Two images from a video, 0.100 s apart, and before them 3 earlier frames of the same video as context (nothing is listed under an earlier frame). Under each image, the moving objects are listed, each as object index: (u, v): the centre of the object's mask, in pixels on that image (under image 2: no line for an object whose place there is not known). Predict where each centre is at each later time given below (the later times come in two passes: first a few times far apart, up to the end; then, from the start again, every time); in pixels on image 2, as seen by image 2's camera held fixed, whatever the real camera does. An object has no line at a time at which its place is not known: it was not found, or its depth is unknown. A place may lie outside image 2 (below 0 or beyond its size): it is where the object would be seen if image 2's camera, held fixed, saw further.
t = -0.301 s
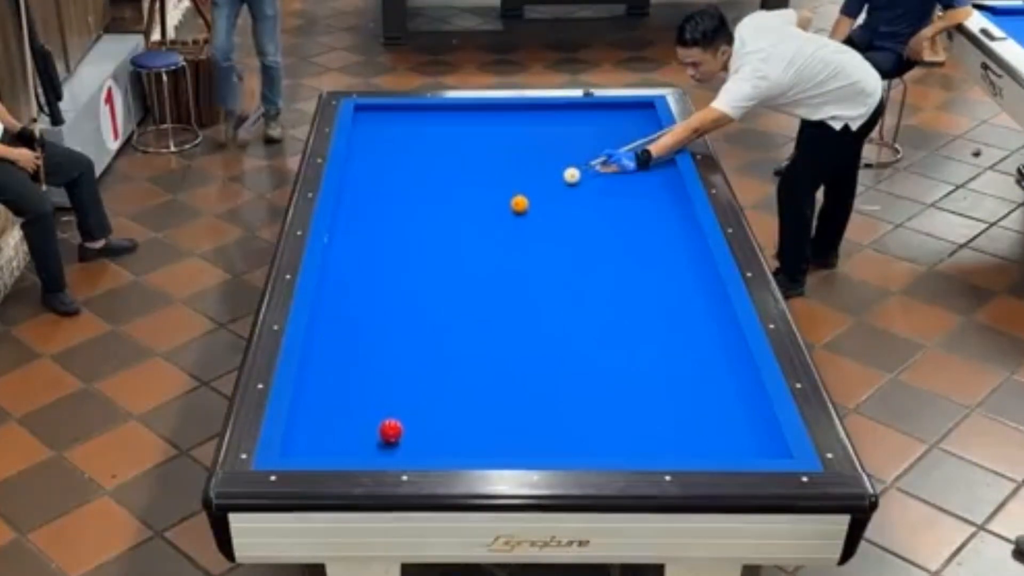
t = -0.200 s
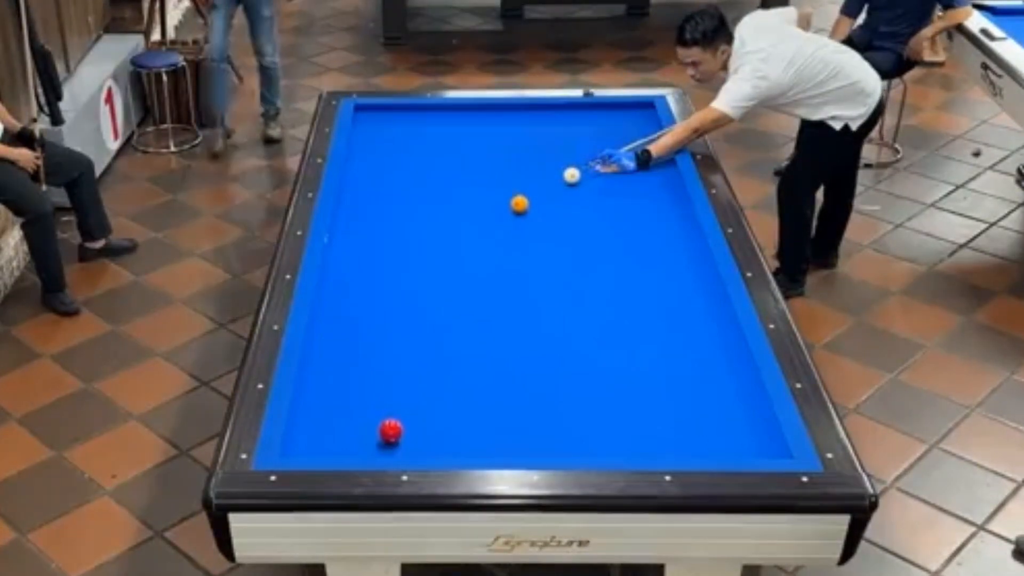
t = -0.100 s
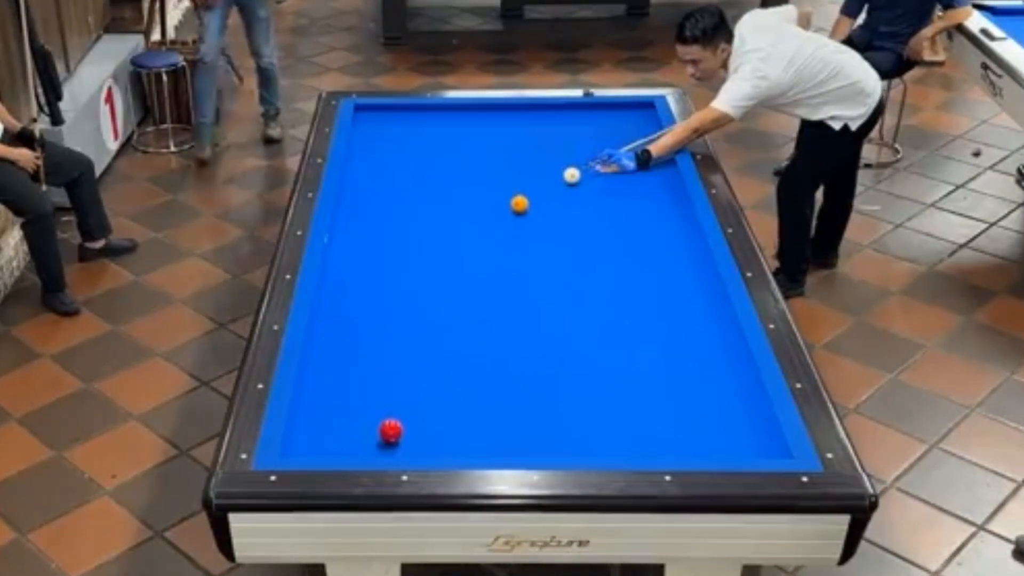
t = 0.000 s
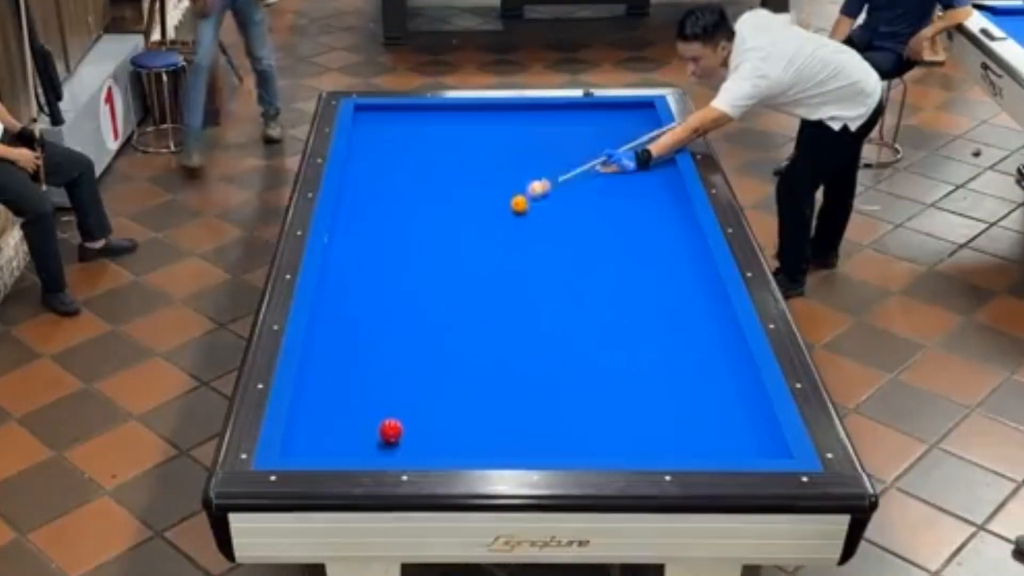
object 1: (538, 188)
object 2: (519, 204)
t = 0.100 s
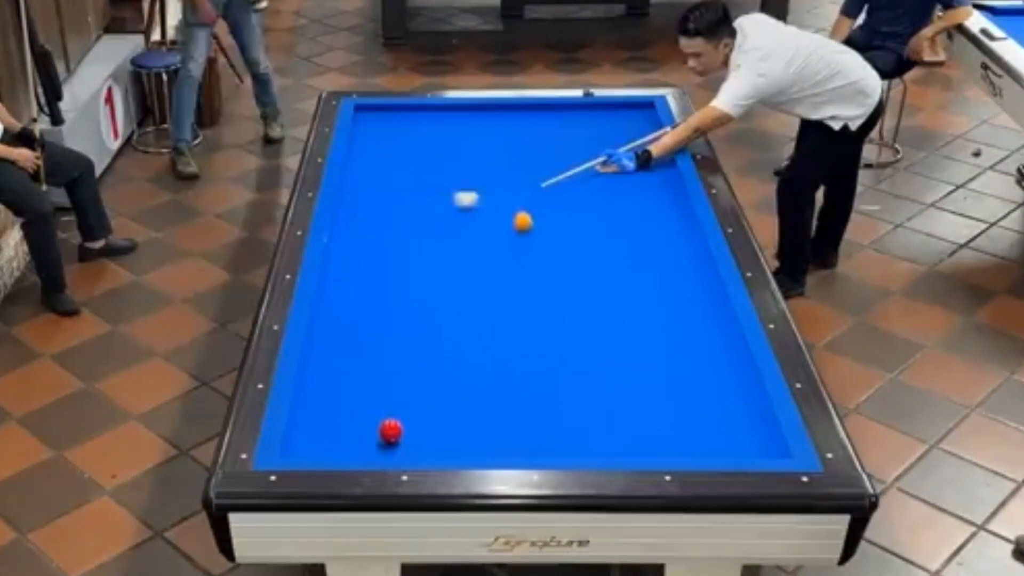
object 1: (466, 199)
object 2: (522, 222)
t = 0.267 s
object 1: (345, 210)
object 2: (530, 262)
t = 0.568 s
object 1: (495, 238)
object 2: (542, 334)
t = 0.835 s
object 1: (617, 266)
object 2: (556, 409)
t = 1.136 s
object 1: (685, 295)
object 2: (558, 417)
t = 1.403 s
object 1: (621, 312)
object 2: (551, 374)
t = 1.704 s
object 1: (566, 330)
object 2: (538, 335)
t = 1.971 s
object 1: (571, 328)
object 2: (473, 320)
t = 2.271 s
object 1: (571, 328)
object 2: (413, 303)
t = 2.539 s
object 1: (571, 328)
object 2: (362, 289)
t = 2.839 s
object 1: (571, 328)
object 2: (338, 276)
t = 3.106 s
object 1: (571, 327)
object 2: (364, 268)
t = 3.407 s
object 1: (571, 327)
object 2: (392, 261)
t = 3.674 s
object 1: (571, 327)
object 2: (415, 254)
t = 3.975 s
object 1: (571, 327)
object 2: (439, 246)
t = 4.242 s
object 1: (571, 327)
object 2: (459, 240)
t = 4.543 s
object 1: (571, 327)
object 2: (480, 234)
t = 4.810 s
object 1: (571, 327)
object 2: (498, 229)
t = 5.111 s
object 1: (571, 327)
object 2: (517, 223)
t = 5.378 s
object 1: (571, 327)
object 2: (532, 218)
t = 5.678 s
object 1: (571, 327)
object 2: (549, 214)
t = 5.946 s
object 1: (571, 327)
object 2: (562, 210)
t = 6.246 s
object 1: (571, 327)
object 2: (576, 205)
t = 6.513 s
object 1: (571, 327)
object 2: (588, 202)
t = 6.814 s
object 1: (571, 327)
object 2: (600, 199)
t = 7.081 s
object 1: (571, 327)
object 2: (610, 196)
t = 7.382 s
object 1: (571, 327)
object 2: (620, 193)
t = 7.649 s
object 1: (571, 327)
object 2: (628, 190)
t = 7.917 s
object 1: (571, 327)
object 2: (636, 188)
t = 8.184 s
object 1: (571, 327)
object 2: (642, 186)
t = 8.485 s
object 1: (571, 327)
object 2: (648, 184)
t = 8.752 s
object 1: (571, 327)
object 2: (652, 183)
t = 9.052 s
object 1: (571, 327)
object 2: (657, 181)
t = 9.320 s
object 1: (571, 327)
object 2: (659, 180)
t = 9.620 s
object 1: (571, 327)
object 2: (662, 179)
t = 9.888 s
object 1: (571, 327)
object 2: (663, 178)
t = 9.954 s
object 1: (571, 327)
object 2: (663, 178)
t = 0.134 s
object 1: (442, 201)
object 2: (523, 230)
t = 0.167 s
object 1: (418, 203)
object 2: (525, 238)
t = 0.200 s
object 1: (393, 205)
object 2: (526, 246)
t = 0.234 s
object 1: (369, 207)
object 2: (528, 254)
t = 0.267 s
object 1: (345, 210)
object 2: (530, 262)
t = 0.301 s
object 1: (352, 213)
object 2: (531, 270)
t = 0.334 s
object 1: (371, 216)
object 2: (532, 278)
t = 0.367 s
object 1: (391, 218)
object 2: (534, 286)
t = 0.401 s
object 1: (409, 222)
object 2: (536, 294)
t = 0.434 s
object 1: (427, 224)
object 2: (537, 301)
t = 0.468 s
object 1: (445, 228)
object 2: (538, 309)
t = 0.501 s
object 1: (462, 231)
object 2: (539, 317)
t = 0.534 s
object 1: (479, 234)
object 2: (541, 325)
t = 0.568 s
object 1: (495, 238)
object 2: (542, 334)
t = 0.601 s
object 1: (511, 241)
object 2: (544, 342)
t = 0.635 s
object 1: (527, 244)
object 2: (546, 351)
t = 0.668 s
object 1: (542, 248)
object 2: (547, 360)
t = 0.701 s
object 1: (557, 251)
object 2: (549, 369)
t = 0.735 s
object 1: (571, 255)
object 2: (551, 379)
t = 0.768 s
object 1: (587, 258)
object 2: (552, 389)
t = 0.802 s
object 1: (602, 262)
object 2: (554, 399)
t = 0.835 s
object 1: (617, 266)
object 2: (556, 409)
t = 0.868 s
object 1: (633, 269)
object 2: (557, 420)
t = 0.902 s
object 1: (649, 273)
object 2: (560, 430)
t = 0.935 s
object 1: (664, 277)
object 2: (562, 441)
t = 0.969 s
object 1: (681, 281)
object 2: (564, 448)
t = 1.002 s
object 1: (697, 285)
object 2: (563, 446)
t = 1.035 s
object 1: (713, 289)
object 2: (561, 440)
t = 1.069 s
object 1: (706, 291)
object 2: (561, 432)
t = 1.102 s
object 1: (695, 293)
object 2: (559, 424)
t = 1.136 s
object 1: (685, 295)
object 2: (558, 417)
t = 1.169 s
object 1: (675, 297)
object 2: (557, 411)
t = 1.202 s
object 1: (666, 299)
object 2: (556, 405)
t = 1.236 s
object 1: (657, 301)
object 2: (555, 400)
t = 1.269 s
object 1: (649, 303)
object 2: (554, 394)
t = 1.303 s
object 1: (642, 305)
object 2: (553, 389)
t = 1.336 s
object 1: (635, 308)
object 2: (553, 384)
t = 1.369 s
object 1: (628, 310)
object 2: (552, 379)
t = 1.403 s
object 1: (621, 312)
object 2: (551, 374)
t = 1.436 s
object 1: (615, 314)
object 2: (550, 369)
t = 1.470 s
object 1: (608, 316)
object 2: (550, 364)
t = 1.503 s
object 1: (601, 318)
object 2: (549, 360)
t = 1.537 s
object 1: (594, 321)
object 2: (549, 355)
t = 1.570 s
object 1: (587, 323)
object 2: (547, 350)
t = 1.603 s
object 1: (580, 325)
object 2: (547, 346)
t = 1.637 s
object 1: (573, 327)
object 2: (546, 341)
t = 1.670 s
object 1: (566, 329)
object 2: (545, 337)
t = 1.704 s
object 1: (566, 330)
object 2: (538, 335)
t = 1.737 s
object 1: (568, 329)
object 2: (528, 333)
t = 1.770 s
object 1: (569, 329)
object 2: (518, 332)
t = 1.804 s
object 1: (570, 328)
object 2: (510, 330)
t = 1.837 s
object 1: (570, 328)
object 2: (502, 328)
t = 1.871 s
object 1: (570, 328)
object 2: (494, 326)
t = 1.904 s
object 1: (570, 328)
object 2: (488, 324)
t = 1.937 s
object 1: (571, 328)
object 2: (481, 322)
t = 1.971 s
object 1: (571, 328)
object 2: (473, 320)
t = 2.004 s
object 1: (571, 328)
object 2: (466, 318)
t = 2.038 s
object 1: (571, 328)
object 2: (460, 316)
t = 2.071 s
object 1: (571, 328)
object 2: (453, 315)
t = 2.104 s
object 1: (571, 328)
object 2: (446, 313)
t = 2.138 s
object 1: (571, 328)
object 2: (439, 311)
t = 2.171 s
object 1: (571, 328)
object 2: (433, 309)
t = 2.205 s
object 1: (571, 328)
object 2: (426, 307)
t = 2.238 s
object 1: (571, 328)
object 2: (420, 305)
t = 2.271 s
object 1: (571, 328)
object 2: (413, 303)
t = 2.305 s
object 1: (571, 328)
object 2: (407, 302)
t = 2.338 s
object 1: (571, 327)
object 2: (400, 299)
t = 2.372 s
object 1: (571, 328)
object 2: (394, 298)
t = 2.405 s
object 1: (571, 327)
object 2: (387, 296)
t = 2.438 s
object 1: (571, 327)
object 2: (381, 295)
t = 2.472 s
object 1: (571, 327)
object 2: (375, 293)
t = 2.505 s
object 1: (571, 328)
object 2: (369, 291)
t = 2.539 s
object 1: (571, 328)
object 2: (362, 289)
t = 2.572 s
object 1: (571, 328)
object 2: (357, 288)
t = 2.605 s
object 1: (571, 328)
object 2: (350, 286)
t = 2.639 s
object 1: (571, 328)
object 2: (344, 284)
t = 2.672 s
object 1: (571, 327)
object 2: (338, 283)
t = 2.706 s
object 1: (571, 327)
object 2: (333, 281)
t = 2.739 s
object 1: (571, 328)
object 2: (327, 279)
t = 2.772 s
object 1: (571, 328)
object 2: (329, 278)
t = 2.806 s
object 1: (571, 327)
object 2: (333, 277)
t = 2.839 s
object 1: (571, 328)
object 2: (338, 276)
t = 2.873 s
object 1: (571, 328)
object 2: (342, 275)
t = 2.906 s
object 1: (571, 328)
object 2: (345, 274)
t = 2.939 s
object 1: (571, 328)
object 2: (348, 273)
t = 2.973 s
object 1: (571, 328)
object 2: (352, 272)
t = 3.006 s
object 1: (571, 328)
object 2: (355, 272)
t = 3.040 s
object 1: (571, 328)
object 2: (357, 271)
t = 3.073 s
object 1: (571, 328)
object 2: (361, 270)
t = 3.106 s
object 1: (571, 327)
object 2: (364, 268)
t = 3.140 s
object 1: (571, 327)
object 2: (368, 268)
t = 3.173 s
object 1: (571, 327)
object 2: (371, 267)
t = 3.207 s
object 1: (571, 327)
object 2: (374, 265)
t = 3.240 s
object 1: (571, 327)
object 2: (377, 265)
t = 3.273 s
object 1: (571, 327)
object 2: (380, 264)
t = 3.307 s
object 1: (571, 327)
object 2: (383, 263)
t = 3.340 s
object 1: (571, 327)
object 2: (386, 262)
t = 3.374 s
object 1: (571, 327)
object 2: (389, 261)
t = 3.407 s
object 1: (571, 327)
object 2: (392, 261)
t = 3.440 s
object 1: (571, 327)
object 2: (395, 259)
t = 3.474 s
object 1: (571, 327)
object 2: (398, 258)
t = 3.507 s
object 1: (571, 327)
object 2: (401, 258)
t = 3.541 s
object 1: (571, 327)
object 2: (404, 257)
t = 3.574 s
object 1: (571, 327)
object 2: (406, 256)
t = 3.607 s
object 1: (571, 327)
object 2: (409, 255)
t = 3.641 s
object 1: (571, 327)
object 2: (412, 255)
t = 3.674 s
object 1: (571, 327)
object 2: (415, 254)
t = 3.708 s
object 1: (571, 327)
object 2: (418, 253)
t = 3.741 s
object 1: (571, 327)
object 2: (420, 252)
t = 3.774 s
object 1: (571, 327)
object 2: (423, 251)
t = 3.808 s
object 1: (571, 327)
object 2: (426, 251)
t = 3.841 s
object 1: (571, 327)
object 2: (428, 250)
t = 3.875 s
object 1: (571, 327)
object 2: (431, 249)
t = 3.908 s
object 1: (571, 327)
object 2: (434, 248)
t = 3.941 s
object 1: (571, 327)
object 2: (436, 247)
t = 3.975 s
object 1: (571, 327)
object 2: (439, 246)
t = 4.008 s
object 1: (571, 327)
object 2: (441, 246)
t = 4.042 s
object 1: (571, 327)
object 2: (444, 245)
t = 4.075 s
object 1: (571, 327)
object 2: (447, 244)
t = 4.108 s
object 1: (571, 327)
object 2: (450, 243)
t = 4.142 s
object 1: (571, 327)
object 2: (452, 243)
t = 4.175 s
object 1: (571, 327)
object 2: (454, 242)
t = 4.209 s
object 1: (571, 327)
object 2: (456, 241)
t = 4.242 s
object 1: (571, 327)
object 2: (459, 240)
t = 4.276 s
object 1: (571, 327)
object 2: (461, 240)
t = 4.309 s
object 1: (571, 327)
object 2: (464, 239)
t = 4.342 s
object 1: (571, 327)
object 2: (466, 238)
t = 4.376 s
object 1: (571, 327)
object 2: (469, 237)
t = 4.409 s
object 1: (571, 327)
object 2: (471, 237)
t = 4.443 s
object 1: (571, 327)
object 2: (473, 236)
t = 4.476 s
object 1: (571, 327)
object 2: (476, 235)
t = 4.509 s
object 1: (571, 327)
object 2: (478, 235)
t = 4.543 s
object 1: (571, 327)
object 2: (480, 234)
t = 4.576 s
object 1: (571, 327)
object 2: (483, 233)
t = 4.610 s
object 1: (571, 327)
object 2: (485, 232)
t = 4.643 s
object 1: (571, 327)
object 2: (487, 232)
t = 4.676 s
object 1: (571, 327)
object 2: (489, 231)
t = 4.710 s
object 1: (571, 327)
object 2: (491, 231)
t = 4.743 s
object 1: (571, 327)
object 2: (494, 230)
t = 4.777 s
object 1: (571, 327)
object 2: (496, 230)
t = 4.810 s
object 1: (571, 327)
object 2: (498, 229)
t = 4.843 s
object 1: (571, 327)
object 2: (500, 228)
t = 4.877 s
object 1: (568, 327)
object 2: (503, 227)
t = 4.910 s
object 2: (504, 227)
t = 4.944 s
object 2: (506, 226)
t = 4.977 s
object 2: (509, 226)
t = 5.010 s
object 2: (511, 225)
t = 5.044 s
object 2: (513, 225)
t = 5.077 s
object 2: (515, 224)
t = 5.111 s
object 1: (571, 327)
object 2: (517, 223)
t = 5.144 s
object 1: (571, 327)
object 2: (518, 223)
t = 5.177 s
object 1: (571, 327)
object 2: (521, 222)
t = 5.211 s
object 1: (571, 327)
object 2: (522, 221)
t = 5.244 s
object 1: (571, 327)
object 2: (524, 221)
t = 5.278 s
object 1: (571, 327)
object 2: (526, 220)
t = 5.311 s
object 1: (571, 327)
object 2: (528, 220)
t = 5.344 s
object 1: (571, 327)
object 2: (531, 219)
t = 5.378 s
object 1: (571, 327)
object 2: (532, 218)
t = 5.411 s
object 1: (571, 327)
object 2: (534, 218)
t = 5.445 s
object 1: (571, 327)
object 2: (536, 217)
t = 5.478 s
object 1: (571, 327)
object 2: (538, 217)
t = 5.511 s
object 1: (571, 327)
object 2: (540, 216)
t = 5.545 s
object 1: (571, 327)
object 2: (542, 216)
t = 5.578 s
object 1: (571, 327)
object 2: (544, 215)
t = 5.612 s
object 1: (571, 327)
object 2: (545, 215)
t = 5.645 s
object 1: (571, 327)
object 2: (547, 214)
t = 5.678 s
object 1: (571, 327)
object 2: (549, 214)
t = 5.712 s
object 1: (571, 327)
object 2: (551, 214)
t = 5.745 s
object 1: (571, 327)
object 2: (552, 213)
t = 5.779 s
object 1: (571, 327)
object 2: (554, 212)
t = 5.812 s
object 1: (571, 327)
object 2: (555, 212)
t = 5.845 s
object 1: (571, 327)
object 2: (557, 211)
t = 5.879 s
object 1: (571, 327)
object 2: (558, 211)
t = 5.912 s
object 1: (571, 327)
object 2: (560, 210)
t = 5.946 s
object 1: (571, 327)
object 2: (562, 210)
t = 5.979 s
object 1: (571, 327)
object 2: (564, 209)
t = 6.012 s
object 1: (571, 327)
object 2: (566, 209)
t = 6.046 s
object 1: (571, 327)
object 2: (567, 208)
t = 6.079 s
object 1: (571, 327)
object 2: (568, 208)
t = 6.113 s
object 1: (571, 327)
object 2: (570, 207)
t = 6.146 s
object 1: (571, 327)
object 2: (571, 207)
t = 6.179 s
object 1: (571, 327)
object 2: (573, 206)
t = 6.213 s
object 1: (571, 327)
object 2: (574, 206)
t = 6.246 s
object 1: (571, 327)
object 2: (576, 205)
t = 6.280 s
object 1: (571, 327)
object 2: (577, 205)
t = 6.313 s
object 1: (571, 327)
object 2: (579, 205)
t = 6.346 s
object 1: (571, 327)
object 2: (581, 204)
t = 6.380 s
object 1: (571, 327)
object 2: (582, 203)
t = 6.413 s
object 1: (571, 327)
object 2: (584, 203)
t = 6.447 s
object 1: (571, 327)
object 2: (585, 203)
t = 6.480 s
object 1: (571, 327)
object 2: (587, 202)
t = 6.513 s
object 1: (571, 327)
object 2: (588, 202)
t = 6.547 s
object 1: (571, 327)
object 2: (590, 202)
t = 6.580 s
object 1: (571, 327)
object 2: (591, 201)
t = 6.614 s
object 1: (571, 327)
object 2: (592, 201)
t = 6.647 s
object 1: (571, 327)
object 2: (593, 200)
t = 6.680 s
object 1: (571, 327)
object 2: (595, 200)
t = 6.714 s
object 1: (571, 327)
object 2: (596, 200)
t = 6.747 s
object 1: (571, 327)
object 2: (597, 200)
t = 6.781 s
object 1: (571, 327)
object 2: (599, 199)
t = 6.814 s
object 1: (571, 327)
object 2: (600, 199)
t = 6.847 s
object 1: (571, 327)
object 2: (601, 198)
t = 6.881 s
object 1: (571, 327)
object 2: (603, 198)
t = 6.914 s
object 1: (571, 327)
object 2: (604, 198)
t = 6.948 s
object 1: (571, 327)
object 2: (605, 197)
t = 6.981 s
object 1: (571, 327)
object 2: (607, 197)
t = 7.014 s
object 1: (571, 327)
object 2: (608, 197)
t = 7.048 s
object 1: (571, 327)
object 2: (609, 196)
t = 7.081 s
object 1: (571, 327)
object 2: (610, 196)
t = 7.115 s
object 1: (571, 327)
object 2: (611, 195)
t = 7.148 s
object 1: (571, 327)
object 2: (612, 195)
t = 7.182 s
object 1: (571, 327)
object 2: (613, 195)
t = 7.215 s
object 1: (571, 327)
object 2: (614, 194)
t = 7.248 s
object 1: (571, 327)
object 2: (615, 194)
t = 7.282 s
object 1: (571, 327)
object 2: (617, 194)
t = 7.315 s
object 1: (571, 327)
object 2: (618, 193)
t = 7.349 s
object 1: (571, 327)
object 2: (619, 193)
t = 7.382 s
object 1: (571, 327)
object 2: (620, 193)
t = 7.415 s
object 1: (571, 327)
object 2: (621, 192)
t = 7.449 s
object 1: (571, 327)
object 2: (622, 192)
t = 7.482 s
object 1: (571, 327)
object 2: (623, 192)
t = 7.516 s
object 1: (571, 327)
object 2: (624, 191)
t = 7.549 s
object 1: (571, 327)
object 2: (625, 191)
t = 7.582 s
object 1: (571, 327)
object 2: (626, 191)
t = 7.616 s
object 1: (571, 327)
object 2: (627, 191)
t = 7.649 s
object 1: (571, 327)
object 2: (628, 190)
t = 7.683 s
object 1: (571, 327)
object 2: (629, 190)
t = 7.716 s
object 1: (571, 327)
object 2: (630, 190)
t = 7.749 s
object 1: (571, 327)
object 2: (631, 189)
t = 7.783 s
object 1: (571, 327)
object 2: (632, 189)
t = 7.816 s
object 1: (571, 327)
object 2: (632, 189)
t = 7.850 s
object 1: (571, 327)
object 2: (634, 189)
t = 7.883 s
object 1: (571, 327)
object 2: (636, 188)
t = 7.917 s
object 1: (571, 327)
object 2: (636, 188)
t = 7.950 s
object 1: (571, 327)
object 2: (637, 188)
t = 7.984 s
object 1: (571, 327)
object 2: (638, 188)
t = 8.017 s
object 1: (571, 327)
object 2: (639, 187)
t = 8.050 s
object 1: (571, 327)
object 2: (639, 187)
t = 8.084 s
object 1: (571, 327)
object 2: (640, 187)
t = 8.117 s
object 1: (571, 327)
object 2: (641, 186)
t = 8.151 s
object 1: (571, 327)
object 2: (642, 186)
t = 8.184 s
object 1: (571, 327)
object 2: (642, 186)
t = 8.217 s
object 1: (571, 327)
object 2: (643, 186)
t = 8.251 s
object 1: (571, 327)
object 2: (644, 185)
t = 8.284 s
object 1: (571, 327)
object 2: (645, 185)
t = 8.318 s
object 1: (571, 327)
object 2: (645, 185)
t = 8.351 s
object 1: (571, 327)
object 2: (646, 185)
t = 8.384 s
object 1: (571, 327)
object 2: (646, 184)
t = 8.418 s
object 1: (571, 327)
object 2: (647, 184)
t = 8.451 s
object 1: (571, 327)
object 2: (648, 184)
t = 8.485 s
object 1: (571, 327)
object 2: (648, 184)
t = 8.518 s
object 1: (571, 327)
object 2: (649, 184)
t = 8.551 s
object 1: (571, 327)
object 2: (650, 183)
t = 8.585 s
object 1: (571, 327)
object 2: (650, 183)
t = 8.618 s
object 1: (571, 327)
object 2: (650, 183)
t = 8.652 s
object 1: (571, 327)
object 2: (651, 183)
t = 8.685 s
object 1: (571, 327)
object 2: (652, 183)
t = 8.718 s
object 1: (571, 327)
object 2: (652, 183)
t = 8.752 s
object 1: (571, 327)
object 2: (652, 183)
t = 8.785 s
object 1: (571, 327)
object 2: (653, 183)
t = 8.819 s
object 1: (571, 327)
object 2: (653, 182)
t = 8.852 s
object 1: (571, 327)
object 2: (654, 182)
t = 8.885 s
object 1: (571, 327)
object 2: (654, 182)
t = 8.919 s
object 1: (571, 327)
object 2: (655, 181)
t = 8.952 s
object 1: (571, 327)
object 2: (656, 181)
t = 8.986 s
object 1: (571, 327)
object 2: (656, 181)
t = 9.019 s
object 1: (571, 327)
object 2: (656, 181)
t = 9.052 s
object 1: (571, 327)
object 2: (657, 181)
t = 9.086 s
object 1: (571, 327)
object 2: (657, 181)
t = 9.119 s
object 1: (571, 327)
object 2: (658, 181)
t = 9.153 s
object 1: (571, 327)
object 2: (658, 181)
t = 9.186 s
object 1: (571, 327)
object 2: (658, 181)
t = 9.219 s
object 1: (571, 327)
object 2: (658, 181)
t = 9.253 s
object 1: (571, 327)
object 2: (659, 180)
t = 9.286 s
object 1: (571, 327)
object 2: (659, 180)
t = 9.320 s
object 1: (571, 327)
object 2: (659, 180)
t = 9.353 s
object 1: (571, 327)
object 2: (660, 180)
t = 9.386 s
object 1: (571, 327)
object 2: (660, 180)
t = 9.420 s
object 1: (571, 327)
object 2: (660, 180)
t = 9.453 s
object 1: (571, 327)
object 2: (661, 180)
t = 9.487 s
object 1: (571, 327)
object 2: (661, 180)
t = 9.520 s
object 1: (571, 327)
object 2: (661, 180)
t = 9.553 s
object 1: (571, 327)
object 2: (661, 179)
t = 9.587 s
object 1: (571, 327)
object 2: (662, 179)
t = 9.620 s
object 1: (571, 327)
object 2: (662, 179)
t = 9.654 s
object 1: (571, 327)
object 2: (662, 179)
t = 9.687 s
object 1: (571, 327)
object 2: (662, 179)
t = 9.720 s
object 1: (571, 327)
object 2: (662, 179)
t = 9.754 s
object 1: (571, 327)
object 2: (662, 179)
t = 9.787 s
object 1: (571, 327)
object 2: (662, 179)
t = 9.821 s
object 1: (571, 327)
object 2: (662, 179)
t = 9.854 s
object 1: (571, 327)
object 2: (662, 179)
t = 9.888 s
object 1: (571, 327)
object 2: (663, 178)
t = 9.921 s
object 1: (571, 327)
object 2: (664, 178)
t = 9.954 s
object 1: (571, 327)
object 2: (663, 178)
